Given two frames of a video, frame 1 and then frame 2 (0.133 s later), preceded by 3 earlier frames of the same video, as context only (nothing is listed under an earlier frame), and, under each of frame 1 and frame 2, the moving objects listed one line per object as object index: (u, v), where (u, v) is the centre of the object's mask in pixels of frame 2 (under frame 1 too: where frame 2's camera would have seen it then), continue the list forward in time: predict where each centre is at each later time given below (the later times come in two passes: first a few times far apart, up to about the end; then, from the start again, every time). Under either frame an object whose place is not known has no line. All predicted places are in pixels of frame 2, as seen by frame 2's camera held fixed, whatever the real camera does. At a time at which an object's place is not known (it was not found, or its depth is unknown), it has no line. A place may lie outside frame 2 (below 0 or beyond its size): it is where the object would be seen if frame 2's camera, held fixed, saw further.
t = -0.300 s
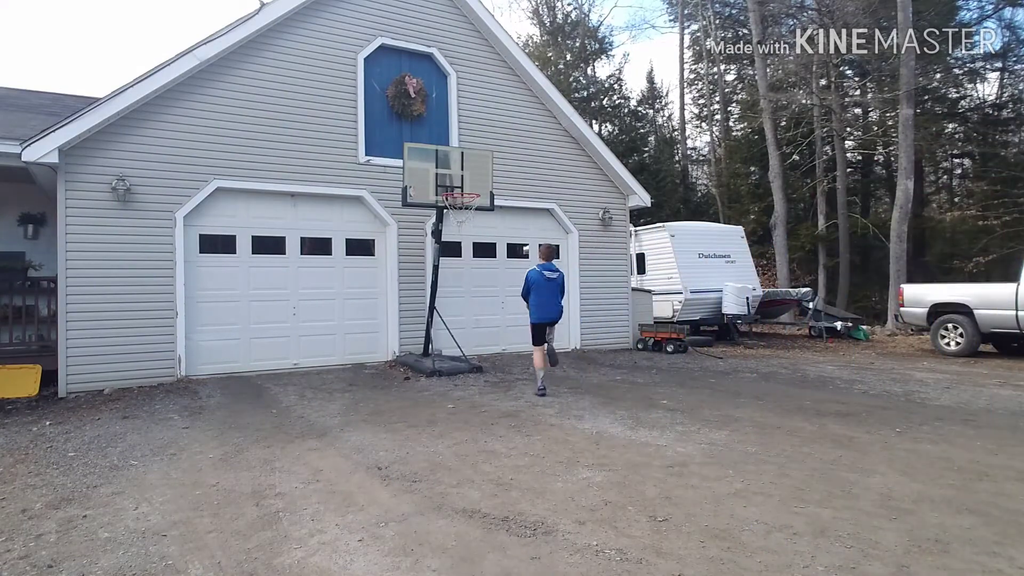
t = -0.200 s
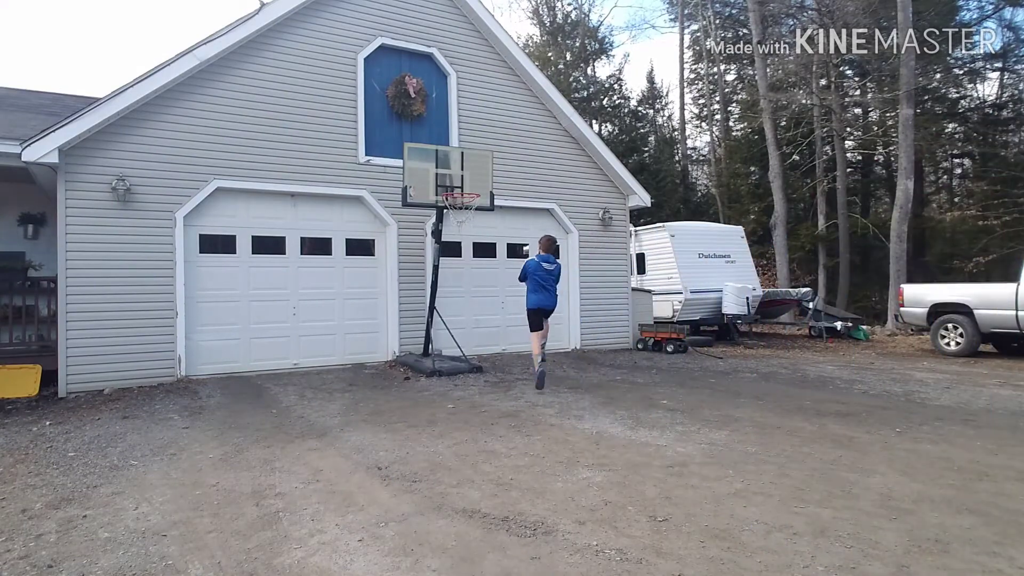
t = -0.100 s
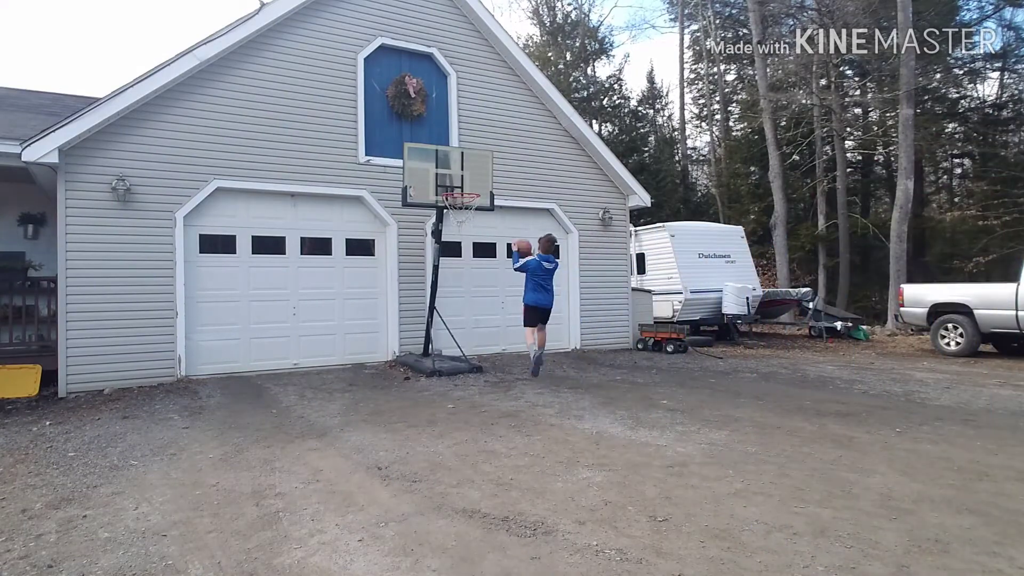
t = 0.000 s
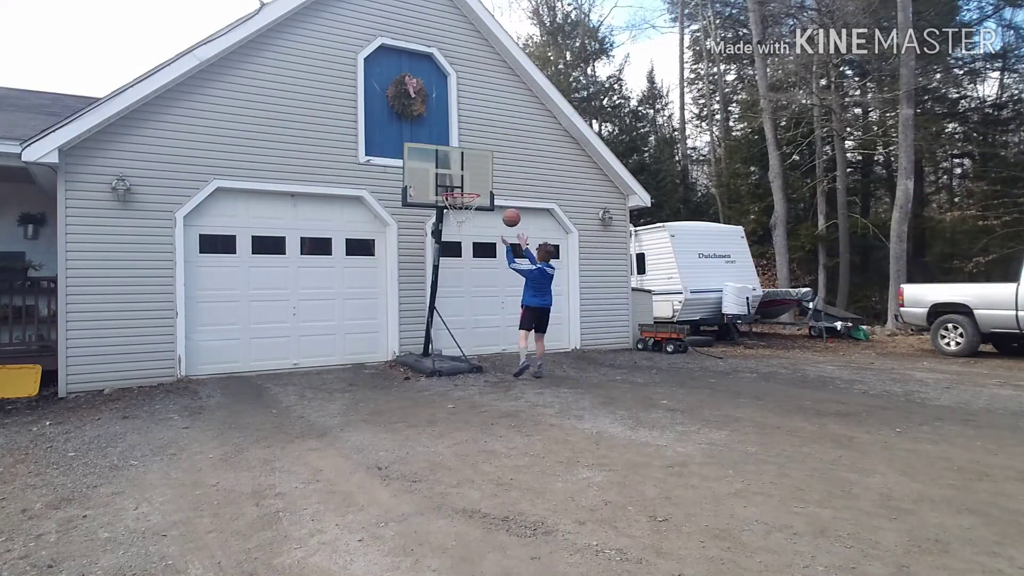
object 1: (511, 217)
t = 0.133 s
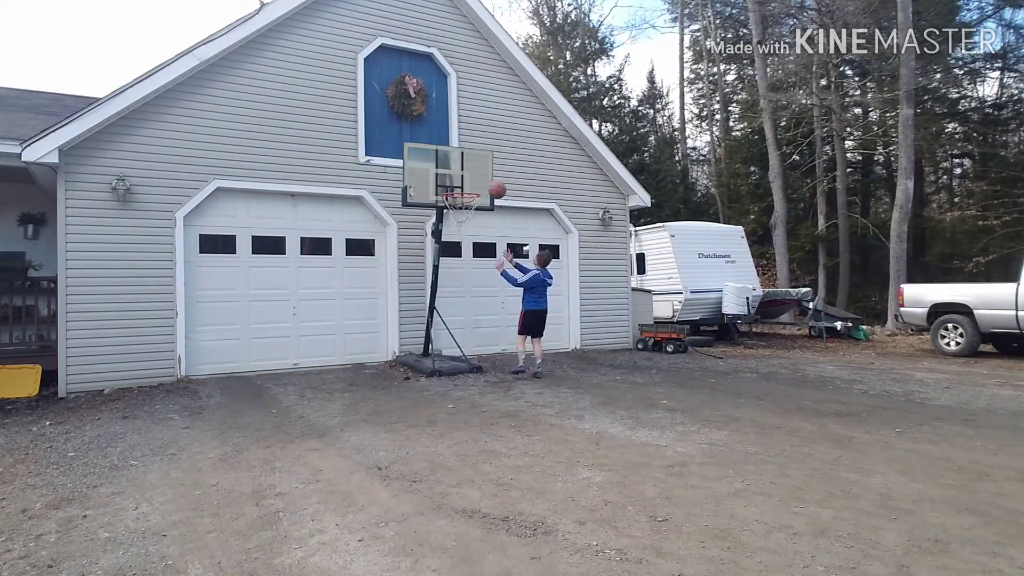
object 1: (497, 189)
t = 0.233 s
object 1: (487, 178)
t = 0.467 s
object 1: (471, 175)
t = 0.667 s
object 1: (463, 199)
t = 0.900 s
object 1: (454, 255)
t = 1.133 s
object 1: (444, 360)
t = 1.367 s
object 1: (441, 311)
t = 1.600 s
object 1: (439, 264)
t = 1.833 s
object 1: (439, 262)
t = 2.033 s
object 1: (438, 300)
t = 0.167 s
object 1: (494, 185)
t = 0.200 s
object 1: (490, 181)
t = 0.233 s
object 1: (487, 178)
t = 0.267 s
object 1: (484, 176)
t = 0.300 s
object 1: (480, 174)
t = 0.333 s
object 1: (477, 173)
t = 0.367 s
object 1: (473, 173)
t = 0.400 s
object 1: (473, 173)
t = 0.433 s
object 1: (472, 174)
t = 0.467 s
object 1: (471, 175)
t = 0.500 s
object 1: (470, 178)
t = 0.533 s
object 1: (469, 180)
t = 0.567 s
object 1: (468, 184)
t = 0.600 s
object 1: (468, 189)
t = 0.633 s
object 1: (467, 193)
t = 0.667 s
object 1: (463, 199)
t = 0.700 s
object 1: (462, 203)
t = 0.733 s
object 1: (461, 211)
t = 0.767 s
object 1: (460, 218)
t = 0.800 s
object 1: (458, 226)
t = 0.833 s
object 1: (457, 235)
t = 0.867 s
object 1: (455, 245)
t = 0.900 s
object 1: (454, 255)
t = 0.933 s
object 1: (452, 267)
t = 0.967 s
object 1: (451, 281)
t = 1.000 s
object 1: (450, 294)
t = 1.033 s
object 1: (448, 309)
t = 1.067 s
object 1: (447, 325)
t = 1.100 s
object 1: (445, 342)
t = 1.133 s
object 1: (444, 360)
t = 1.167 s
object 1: (443, 380)
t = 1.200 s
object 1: (442, 371)
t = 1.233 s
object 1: (442, 358)
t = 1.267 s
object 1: (442, 345)
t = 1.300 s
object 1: (442, 333)
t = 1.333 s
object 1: (441, 321)
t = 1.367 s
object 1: (441, 311)
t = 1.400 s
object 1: (441, 302)
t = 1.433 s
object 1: (441, 293)
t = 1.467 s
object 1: (440, 285)
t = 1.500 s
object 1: (440, 279)
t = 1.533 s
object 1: (440, 273)
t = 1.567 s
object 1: (439, 268)
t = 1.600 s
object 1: (439, 264)
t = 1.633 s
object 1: (439, 260)
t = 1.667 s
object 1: (439, 258)
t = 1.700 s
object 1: (439, 257)
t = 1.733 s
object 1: (439, 257)
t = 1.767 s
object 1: (439, 258)
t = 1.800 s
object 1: (439, 259)
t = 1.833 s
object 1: (439, 262)
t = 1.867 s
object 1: (438, 266)
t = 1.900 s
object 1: (438, 271)
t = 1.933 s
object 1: (438, 277)
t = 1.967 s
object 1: (438, 283)
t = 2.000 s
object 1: (438, 291)
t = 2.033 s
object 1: (438, 300)
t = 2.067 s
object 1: (438, 311)
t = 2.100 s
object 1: (438, 322)
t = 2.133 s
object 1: (438, 335)
